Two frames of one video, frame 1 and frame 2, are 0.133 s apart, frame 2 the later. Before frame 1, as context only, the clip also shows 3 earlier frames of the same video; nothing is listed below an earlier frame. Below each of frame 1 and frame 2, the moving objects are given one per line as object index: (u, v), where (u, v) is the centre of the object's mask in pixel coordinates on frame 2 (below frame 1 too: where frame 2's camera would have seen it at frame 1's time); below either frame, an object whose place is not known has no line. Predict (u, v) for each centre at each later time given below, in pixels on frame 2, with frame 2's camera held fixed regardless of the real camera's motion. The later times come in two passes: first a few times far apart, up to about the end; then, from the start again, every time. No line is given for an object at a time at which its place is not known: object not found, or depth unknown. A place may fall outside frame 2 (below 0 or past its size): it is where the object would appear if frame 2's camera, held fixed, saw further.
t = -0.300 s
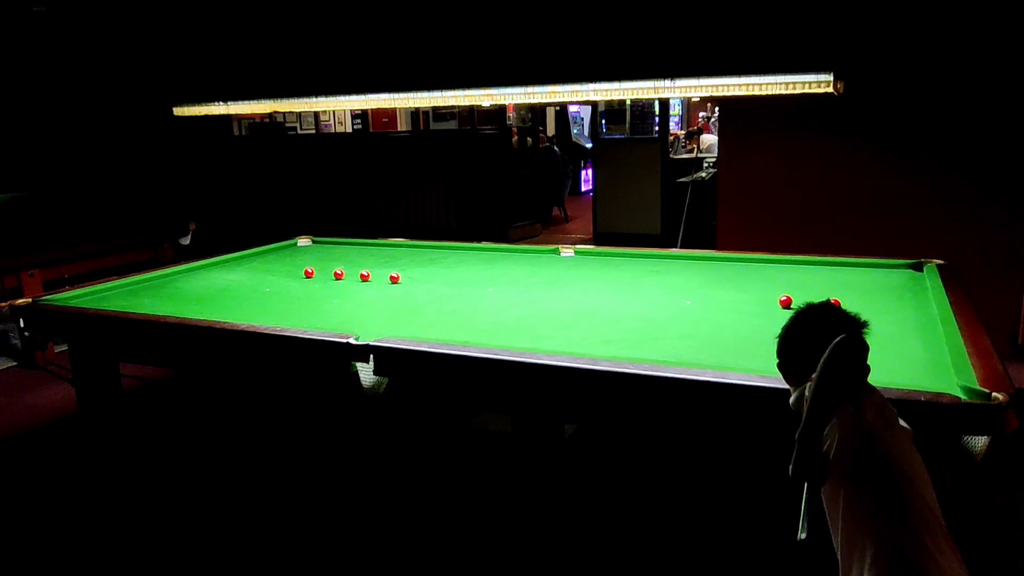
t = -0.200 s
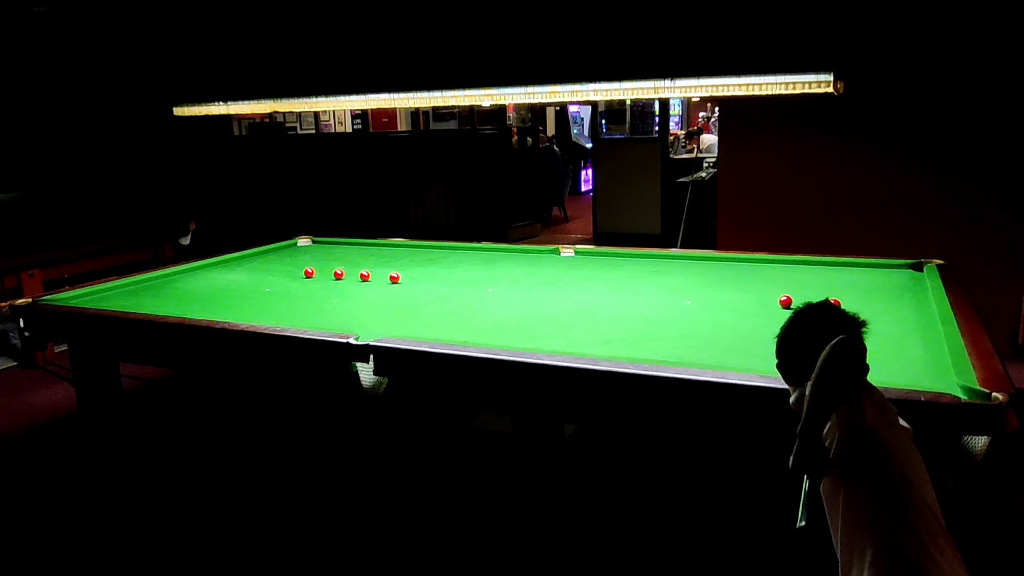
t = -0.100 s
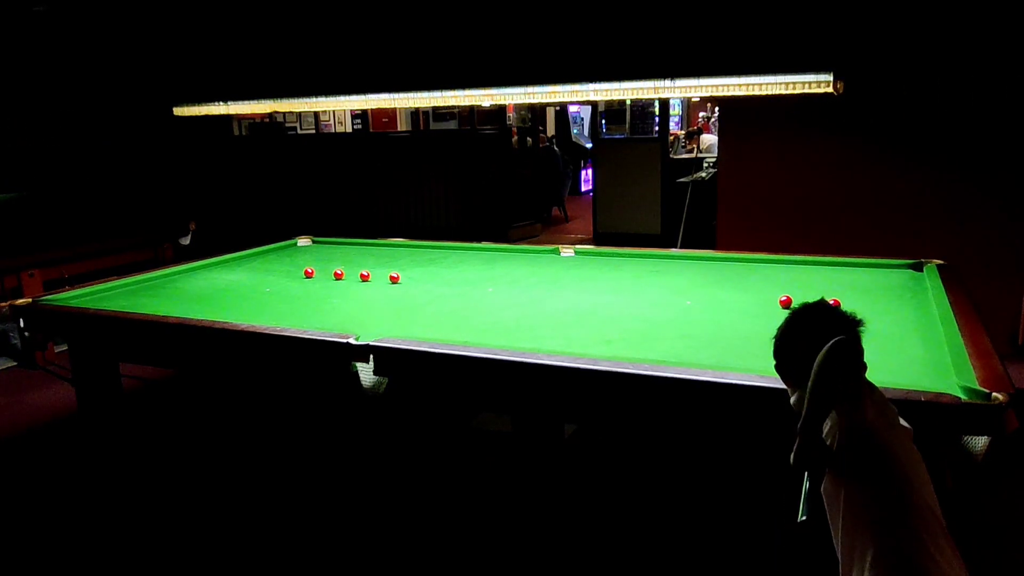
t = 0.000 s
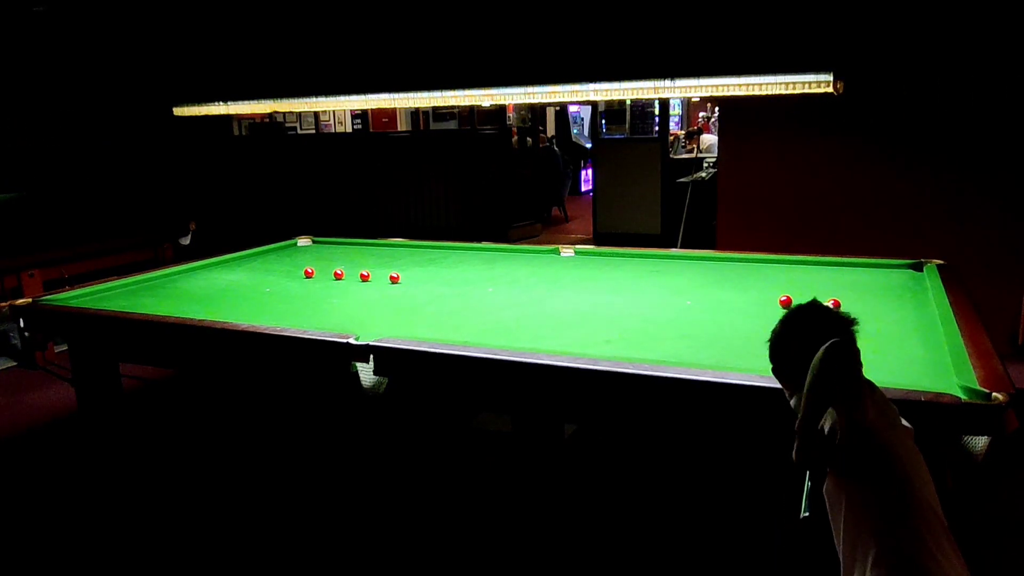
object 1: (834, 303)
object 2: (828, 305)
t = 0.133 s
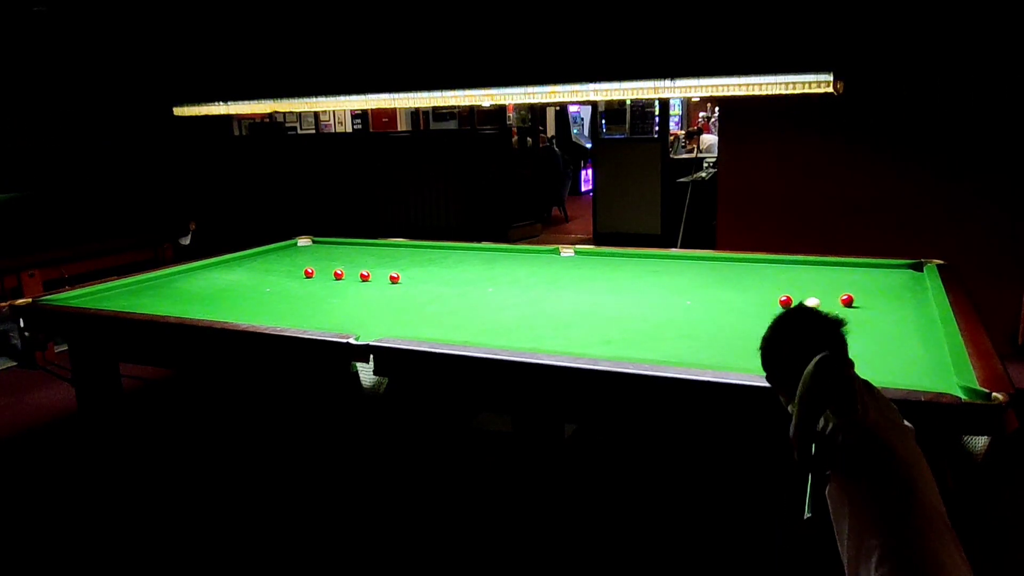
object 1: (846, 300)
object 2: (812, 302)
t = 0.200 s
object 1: (853, 297)
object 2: (805, 301)
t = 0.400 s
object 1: (871, 290)
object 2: (787, 293)
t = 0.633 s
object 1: (889, 284)
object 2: (768, 287)
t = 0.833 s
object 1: (904, 278)
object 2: (754, 282)
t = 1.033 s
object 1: (916, 273)
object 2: (740, 277)
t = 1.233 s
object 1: (911, 269)
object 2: (729, 272)
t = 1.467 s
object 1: (905, 266)
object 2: (717, 268)
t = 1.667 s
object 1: (906, 269)
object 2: (708, 264)
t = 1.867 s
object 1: (908, 271)
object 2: (700, 261)
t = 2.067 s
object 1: (910, 274)
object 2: (693, 258)
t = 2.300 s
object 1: (912, 276)
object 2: (685, 257)
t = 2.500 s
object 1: (913, 279)
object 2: (677, 258)
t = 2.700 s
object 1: (914, 281)
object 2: (669, 259)
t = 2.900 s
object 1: (915, 283)
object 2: (663, 260)
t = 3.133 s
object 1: (917, 284)
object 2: (657, 261)
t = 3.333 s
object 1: (917, 286)
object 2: (652, 262)
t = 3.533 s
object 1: (918, 287)
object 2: (649, 262)
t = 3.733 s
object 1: (919, 288)
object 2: (646, 263)
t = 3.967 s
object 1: (920, 289)
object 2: (644, 263)
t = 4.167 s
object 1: (921, 289)
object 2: (643, 263)
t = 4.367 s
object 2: (643, 263)
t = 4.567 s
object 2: (643, 263)
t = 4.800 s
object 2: (643, 263)
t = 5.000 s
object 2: (643, 263)
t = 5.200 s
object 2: (643, 263)
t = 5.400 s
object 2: (643, 263)
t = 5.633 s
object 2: (643, 263)
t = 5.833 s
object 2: (643, 263)
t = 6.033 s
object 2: (643, 263)
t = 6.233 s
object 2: (643, 263)
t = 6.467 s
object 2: (643, 263)
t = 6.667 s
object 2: (643, 263)
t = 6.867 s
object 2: (643, 263)
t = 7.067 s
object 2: (643, 263)
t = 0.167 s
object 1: (850, 298)
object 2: (809, 302)
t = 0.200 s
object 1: (853, 297)
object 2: (805, 301)
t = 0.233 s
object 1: (856, 296)
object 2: (802, 300)
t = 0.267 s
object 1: (859, 295)
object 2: (799, 299)
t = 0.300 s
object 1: (862, 293)
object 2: (797, 298)
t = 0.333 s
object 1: (865, 293)
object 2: (794, 296)
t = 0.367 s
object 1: (868, 291)
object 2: (791, 294)
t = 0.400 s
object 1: (871, 290)
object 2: (787, 293)
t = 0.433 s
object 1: (873, 289)
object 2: (784, 292)
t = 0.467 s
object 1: (876, 288)
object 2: (781, 292)
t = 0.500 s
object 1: (879, 287)
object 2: (779, 291)
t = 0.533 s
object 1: (881, 286)
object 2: (777, 291)
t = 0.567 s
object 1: (884, 285)
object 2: (774, 290)
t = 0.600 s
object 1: (887, 284)
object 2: (771, 289)
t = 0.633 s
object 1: (889, 284)
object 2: (768, 287)
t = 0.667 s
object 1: (892, 283)
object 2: (765, 287)
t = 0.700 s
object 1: (894, 282)
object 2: (763, 285)
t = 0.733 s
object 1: (896, 281)
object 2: (761, 285)
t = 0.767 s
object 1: (899, 280)
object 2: (758, 284)
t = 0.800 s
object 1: (901, 279)
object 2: (756, 283)
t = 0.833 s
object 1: (904, 278)
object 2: (754, 282)
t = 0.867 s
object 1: (906, 278)
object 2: (751, 281)
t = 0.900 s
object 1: (908, 276)
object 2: (749, 280)
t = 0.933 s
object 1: (910, 276)
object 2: (747, 279)
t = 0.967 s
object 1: (912, 275)
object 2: (745, 278)
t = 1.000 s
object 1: (914, 274)
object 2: (743, 278)
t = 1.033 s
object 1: (916, 273)
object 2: (740, 277)
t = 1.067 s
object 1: (917, 272)
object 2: (738, 276)
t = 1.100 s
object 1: (916, 272)
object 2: (736, 275)
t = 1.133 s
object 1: (914, 271)
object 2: (735, 275)
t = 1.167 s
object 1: (913, 270)
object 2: (733, 274)
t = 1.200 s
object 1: (912, 270)
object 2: (731, 273)
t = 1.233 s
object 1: (911, 269)
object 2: (729, 272)
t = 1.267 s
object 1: (909, 268)
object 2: (727, 272)
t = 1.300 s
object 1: (908, 267)
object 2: (726, 271)
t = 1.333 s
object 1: (907, 267)
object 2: (724, 270)
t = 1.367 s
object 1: (906, 266)
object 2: (722, 270)
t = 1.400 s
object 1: (905, 266)
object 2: (720, 269)
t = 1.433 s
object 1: (905, 266)
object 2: (719, 268)
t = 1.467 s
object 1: (905, 266)
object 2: (717, 268)
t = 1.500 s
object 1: (905, 267)
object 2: (716, 267)
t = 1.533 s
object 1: (906, 267)
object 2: (714, 267)
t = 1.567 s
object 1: (906, 267)
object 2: (713, 266)
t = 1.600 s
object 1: (906, 268)
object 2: (711, 265)
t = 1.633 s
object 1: (906, 268)
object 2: (710, 265)
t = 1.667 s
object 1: (906, 269)
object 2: (708, 264)
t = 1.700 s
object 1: (907, 269)
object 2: (707, 264)
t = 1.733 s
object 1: (907, 270)
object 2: (706, 263)
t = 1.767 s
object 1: (907, 270)
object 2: (704, 263)
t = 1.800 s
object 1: (908, 270)
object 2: (703, 262)
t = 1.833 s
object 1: (908, 271)
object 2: (702, 262)
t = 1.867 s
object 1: (908, 271)
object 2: (700, 261)
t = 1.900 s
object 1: (909, 272)
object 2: (699, 261)
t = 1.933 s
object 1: (909, 272)
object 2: (698, 260)
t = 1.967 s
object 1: (909, 272)
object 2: (697, 260)
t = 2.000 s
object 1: (909, 273)
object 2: (695, 259)
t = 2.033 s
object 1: (910, 273)
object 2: (694, 259)
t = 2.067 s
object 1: (910, 274)
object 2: (693, 258)
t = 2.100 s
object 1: (910, 274)
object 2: (692, 258)
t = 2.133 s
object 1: (911, 275)
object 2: (691, 257)
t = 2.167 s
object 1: (911, 275)
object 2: (690, 257)
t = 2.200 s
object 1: (911, 275)
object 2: (689, 257)
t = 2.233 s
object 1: (911, 276)
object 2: (687, 257)
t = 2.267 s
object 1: (912, 276)
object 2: (686, 257)
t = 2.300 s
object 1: (912, 276)
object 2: (685, 257)
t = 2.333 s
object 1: (912, 277)
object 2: (683, 258)
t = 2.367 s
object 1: (912, 277)
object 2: (682, 258)
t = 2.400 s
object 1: (913, 277)
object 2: (680, 258)
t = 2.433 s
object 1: (913, 278)
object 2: (679, 258)
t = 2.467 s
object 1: (913, 278)
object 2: (678, 258)
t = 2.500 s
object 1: (913, 279)
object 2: (677, 258)
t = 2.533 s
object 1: (913, 279)
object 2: (676, 259)
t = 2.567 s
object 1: (914, 279)
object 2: (674, 259)
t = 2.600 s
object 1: (914, 280)
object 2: (673, 259)
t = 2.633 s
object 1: (914, 280)
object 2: (672, 259)
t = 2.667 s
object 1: (914, 280)
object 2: (671, 259)
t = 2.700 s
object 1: (914, 281)
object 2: (669, 259)
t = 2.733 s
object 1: (914, 281)
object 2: (668, 259)
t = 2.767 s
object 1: (915, 281)
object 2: (667, 260)
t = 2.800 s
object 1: (915, 282)
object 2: (666, 260)
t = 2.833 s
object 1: (915, 282)
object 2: (665, 260)
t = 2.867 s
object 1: (915, 282)
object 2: (664, 260)
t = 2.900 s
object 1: (915, 283)
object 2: (663, 260)
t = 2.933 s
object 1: (915, 283)
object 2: (662, 260)
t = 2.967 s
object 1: (916, 283)
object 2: (661, 260)
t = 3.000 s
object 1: (916, 283)
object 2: (660, 261)
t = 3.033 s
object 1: (916, 284)
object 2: (659, 261)
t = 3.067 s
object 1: (916, 284)
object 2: (658, 261)
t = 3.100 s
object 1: (916, 284)
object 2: (658, 261)
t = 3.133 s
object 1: (917, 284)
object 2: (657, 261)
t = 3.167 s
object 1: (917, 285)
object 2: (656, 261)
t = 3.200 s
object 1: (917, 285)
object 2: (655, 261)
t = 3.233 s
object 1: (917, 285)
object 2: (655, 261)
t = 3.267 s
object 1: (917, 285)
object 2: (654, 261)
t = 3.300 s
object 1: (917, 285)
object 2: (653, 262)
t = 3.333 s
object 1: (917, 286)
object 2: (652, 262)
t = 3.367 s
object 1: (917, 286)
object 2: (652, 262)
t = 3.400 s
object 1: (917, 286)
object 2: (651, 262)
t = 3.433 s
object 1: (918, 286)
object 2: (650, 262)
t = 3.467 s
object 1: (918, 287)
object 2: (650, 262)
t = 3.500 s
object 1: (918, 287)
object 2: (649, 262)
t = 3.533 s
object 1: (918, 287)
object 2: (649, 262)
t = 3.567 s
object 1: (918, 287)
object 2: (648, 262)
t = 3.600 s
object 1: (918, 287)
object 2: (648, 262)
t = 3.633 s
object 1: (918, 287)
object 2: (648, 262)
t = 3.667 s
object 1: (919, 288)
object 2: (647, 262)
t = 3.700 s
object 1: (919, 288)
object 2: (647, 263)
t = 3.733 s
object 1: (919, 288)
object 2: (646, 263)
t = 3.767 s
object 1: (919, 288)
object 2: (646, 263)
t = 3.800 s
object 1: (919, 288)
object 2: (645, 263)
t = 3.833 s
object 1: (920, 288)
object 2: (645, 263)
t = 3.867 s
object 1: (920, 288)
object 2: (645, 263)
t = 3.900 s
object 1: (920, 289)
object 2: (644, 263)
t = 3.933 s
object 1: (920, 289)
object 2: (644, 263)
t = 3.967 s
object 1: (920, 289)
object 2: (644, 263)
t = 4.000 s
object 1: (920, 289)
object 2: (643, 263)
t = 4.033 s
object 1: (920, 289)
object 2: (643, 263)
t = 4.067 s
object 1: (921, 289)
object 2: (643, 263)
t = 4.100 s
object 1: (921, 289)
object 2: (643, 263)
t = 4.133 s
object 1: (921, 289)
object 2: (643, 263)
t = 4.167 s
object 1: (921, 289)
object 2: (643, 263)
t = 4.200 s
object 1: (921, 290)
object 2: (643, 263)
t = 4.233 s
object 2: (643, 263)
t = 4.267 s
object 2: (643, 263)
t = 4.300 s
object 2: (643, 263)
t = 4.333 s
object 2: (643, 263)
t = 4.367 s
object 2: (643, 263)
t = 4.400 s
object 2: (643, 263)
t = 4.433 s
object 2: (643, 263)
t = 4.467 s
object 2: (643, 263)
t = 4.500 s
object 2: (643, 263)
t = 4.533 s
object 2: (643, 263)
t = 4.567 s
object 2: (643, 263)
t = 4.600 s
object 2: (643, 263)
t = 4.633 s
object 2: (643, 263)
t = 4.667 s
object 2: (643, 263)
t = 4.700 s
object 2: (643, 263)
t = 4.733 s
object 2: (643, 263)
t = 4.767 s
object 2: (643, 263)
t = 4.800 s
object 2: (643, 263)
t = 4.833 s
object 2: (643, 263)
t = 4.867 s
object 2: (643, 263)
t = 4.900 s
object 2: (643, 263)
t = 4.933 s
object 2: (643, 263)
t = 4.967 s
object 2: (643, 263)
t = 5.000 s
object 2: (643, 263)
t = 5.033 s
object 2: (643, 263)
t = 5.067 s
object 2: (643, 263)
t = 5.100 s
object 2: (643, 263)
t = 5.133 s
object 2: (643, 263)
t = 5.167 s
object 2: (643, 263)
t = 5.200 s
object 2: (643, 263)
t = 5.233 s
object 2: (643, 263)
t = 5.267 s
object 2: (643, 263)
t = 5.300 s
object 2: (643, 263)
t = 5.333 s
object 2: (643, 263)
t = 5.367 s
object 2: (643, 263)
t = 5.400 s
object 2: (643, 263)
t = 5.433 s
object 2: (643, 263)
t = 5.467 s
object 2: (643, 263)
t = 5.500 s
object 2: (643, 263)
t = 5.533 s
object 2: (643, 263)
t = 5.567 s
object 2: (643, 263)
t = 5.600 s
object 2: (643, 263)
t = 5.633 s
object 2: (643, 263)
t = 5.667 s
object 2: (643, 263)
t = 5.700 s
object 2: (643, 263)
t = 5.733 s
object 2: (643, 263)
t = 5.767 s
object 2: (643, 263)
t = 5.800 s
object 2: (643, 263)
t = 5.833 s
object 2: (643, 263)
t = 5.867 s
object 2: (643, 263)
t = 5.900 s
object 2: (643, 263)
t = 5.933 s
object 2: (643, 263)
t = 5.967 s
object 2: (643, 263)
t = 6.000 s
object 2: (643, 263)
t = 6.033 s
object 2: (643, 263)
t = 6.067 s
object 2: (643, 263)
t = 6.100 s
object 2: (643, 263)
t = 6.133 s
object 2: (643, 263)
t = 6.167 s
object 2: (643, 263)
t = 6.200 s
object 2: (643, 263)
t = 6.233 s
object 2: (643, 263)
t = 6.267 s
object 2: (643, 263)
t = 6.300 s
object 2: (643, 263)
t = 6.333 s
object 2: (643, 263)
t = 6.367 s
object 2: (643, 263)
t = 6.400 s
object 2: (643, 263)
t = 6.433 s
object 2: (643, 263)
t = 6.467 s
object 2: (643, 263)
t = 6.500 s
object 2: (643, 263)
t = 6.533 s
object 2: (643, 263)
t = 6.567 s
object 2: (643, 263)
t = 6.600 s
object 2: (643, 263)
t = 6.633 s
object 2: (643, 263)
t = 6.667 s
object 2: (643, 263)
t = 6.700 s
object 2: (643, 263)
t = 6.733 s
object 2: (643, 263)
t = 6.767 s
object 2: (643, 263)
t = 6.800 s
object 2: (643, 263)
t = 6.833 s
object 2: (643, 263)
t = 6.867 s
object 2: (643, 263)
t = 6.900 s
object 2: (643, 263)
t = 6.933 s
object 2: (643, 263)
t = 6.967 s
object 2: (643, 263)
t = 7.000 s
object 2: (643, 263)
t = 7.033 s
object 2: (643, 263)
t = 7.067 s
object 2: (643, 263)
